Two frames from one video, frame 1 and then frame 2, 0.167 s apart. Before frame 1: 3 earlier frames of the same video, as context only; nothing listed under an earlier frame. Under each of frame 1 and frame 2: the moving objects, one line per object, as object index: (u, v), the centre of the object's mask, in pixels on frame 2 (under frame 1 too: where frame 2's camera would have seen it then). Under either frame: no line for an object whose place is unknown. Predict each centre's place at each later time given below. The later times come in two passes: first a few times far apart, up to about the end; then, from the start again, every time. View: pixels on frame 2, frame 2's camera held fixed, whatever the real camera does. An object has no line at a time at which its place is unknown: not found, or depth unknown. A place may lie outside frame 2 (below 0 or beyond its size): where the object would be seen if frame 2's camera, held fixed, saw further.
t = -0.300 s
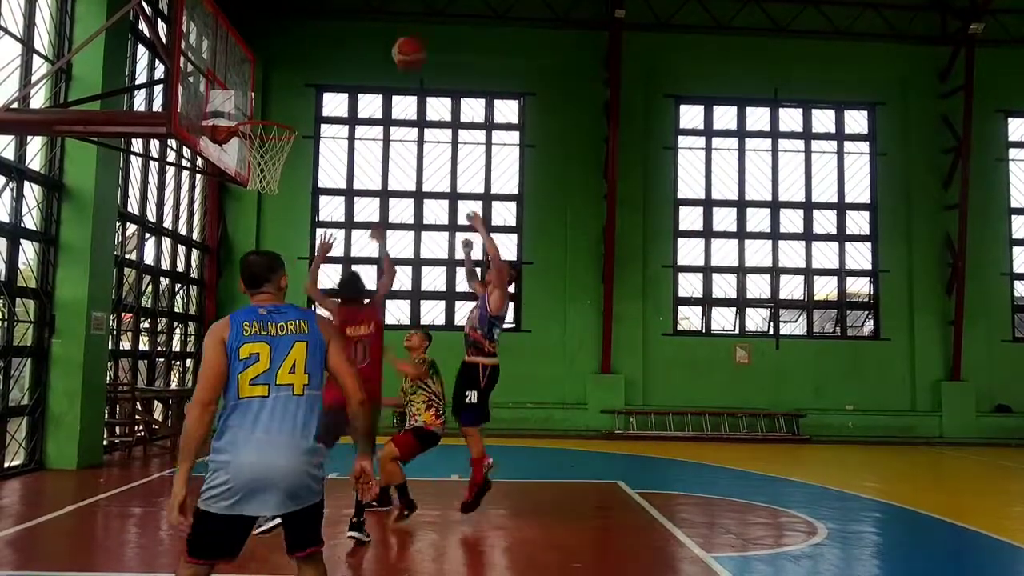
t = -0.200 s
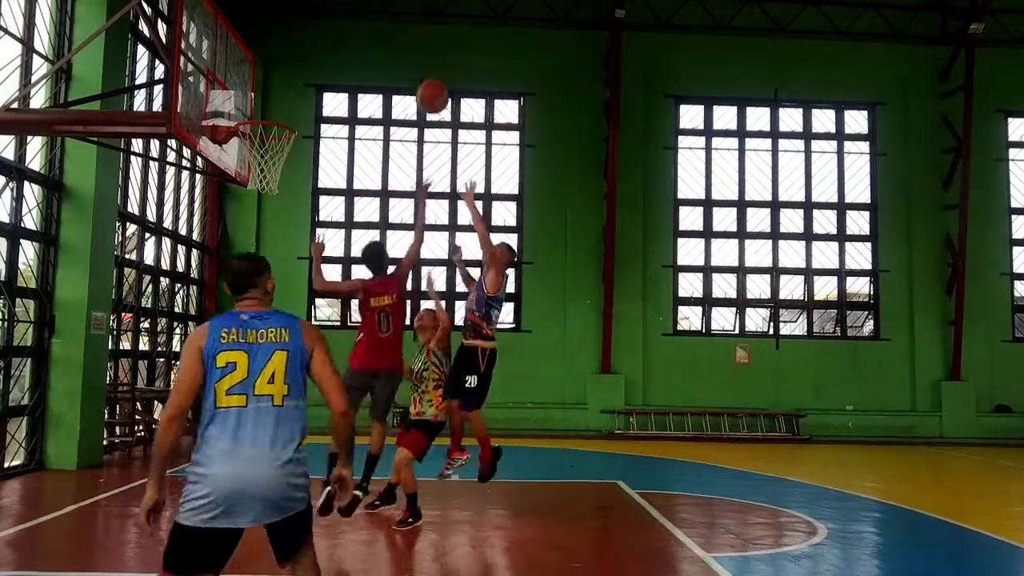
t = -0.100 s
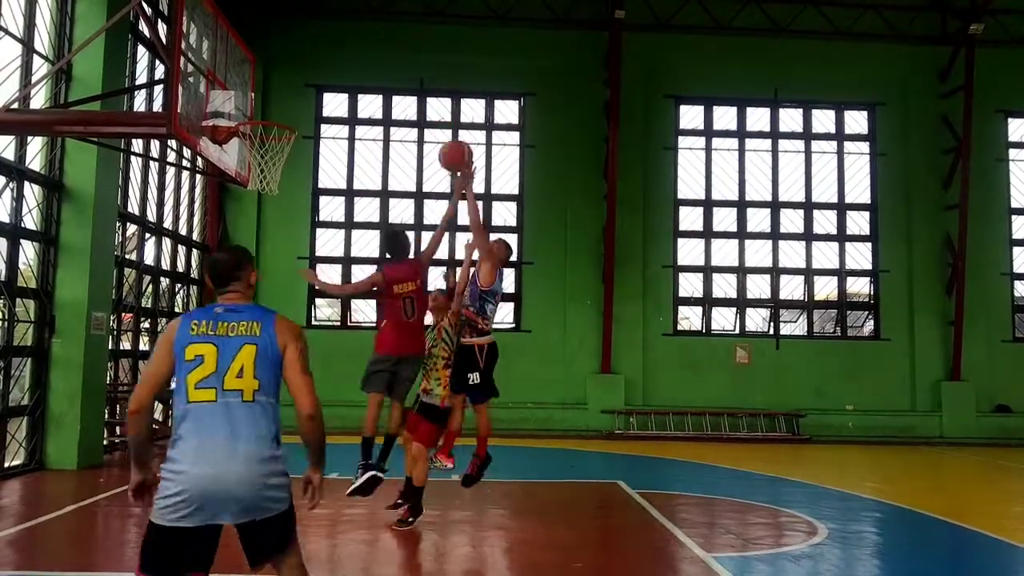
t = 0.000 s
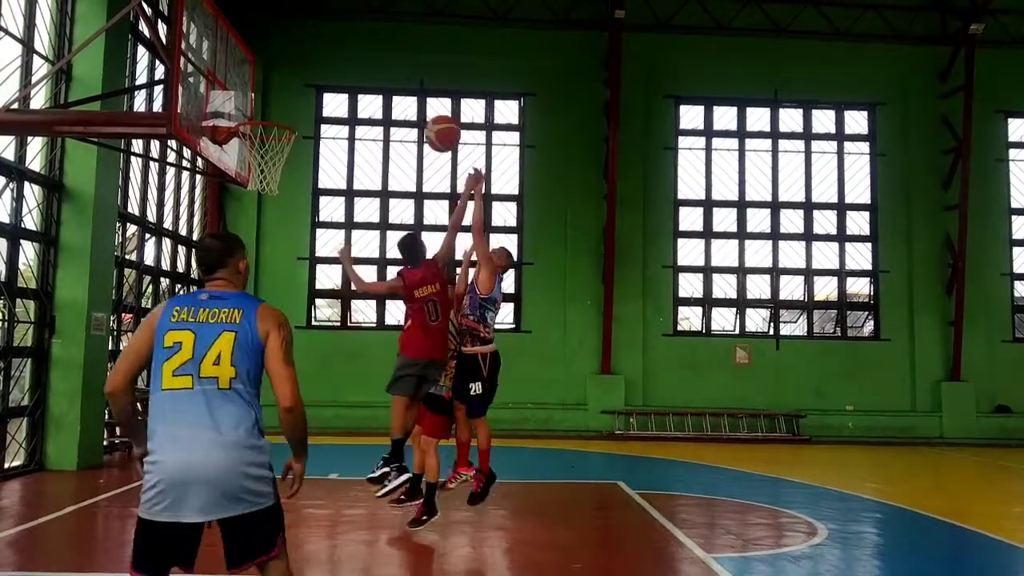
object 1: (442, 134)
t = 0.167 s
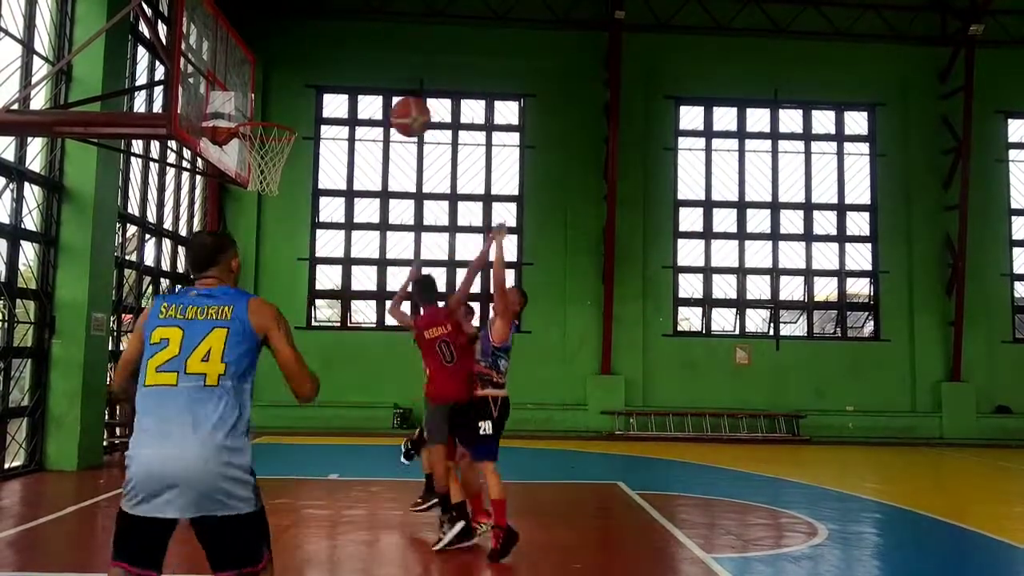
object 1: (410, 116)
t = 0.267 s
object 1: (388, 127)
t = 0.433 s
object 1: (344, 189)
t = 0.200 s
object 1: (403, 118)
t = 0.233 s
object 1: (396, 122)
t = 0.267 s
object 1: (388, 127)
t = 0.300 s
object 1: (380, 136)
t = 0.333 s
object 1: (372, 145)
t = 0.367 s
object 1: (363, 158)
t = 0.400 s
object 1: (353, 171)
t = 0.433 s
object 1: (344, 189)
